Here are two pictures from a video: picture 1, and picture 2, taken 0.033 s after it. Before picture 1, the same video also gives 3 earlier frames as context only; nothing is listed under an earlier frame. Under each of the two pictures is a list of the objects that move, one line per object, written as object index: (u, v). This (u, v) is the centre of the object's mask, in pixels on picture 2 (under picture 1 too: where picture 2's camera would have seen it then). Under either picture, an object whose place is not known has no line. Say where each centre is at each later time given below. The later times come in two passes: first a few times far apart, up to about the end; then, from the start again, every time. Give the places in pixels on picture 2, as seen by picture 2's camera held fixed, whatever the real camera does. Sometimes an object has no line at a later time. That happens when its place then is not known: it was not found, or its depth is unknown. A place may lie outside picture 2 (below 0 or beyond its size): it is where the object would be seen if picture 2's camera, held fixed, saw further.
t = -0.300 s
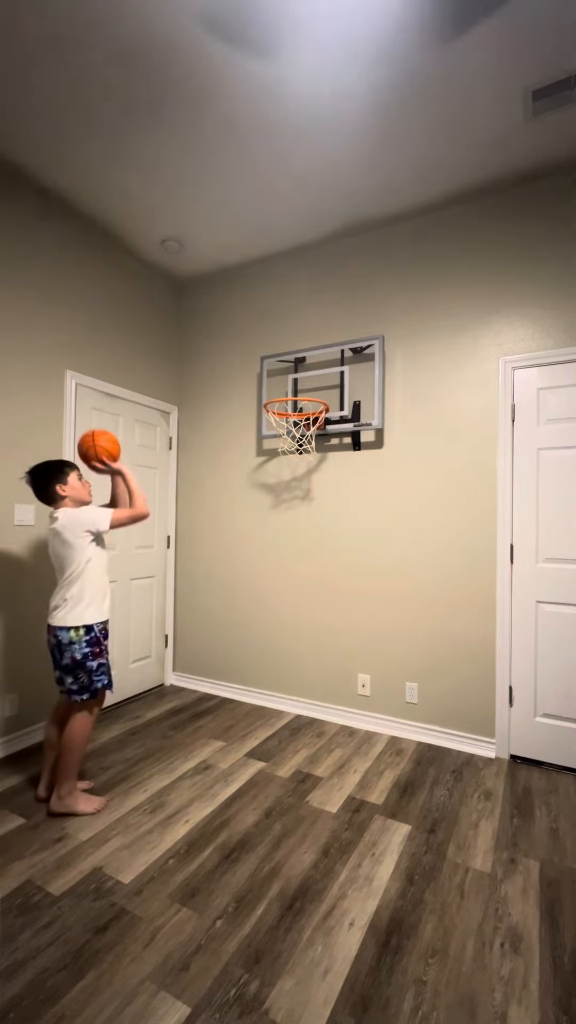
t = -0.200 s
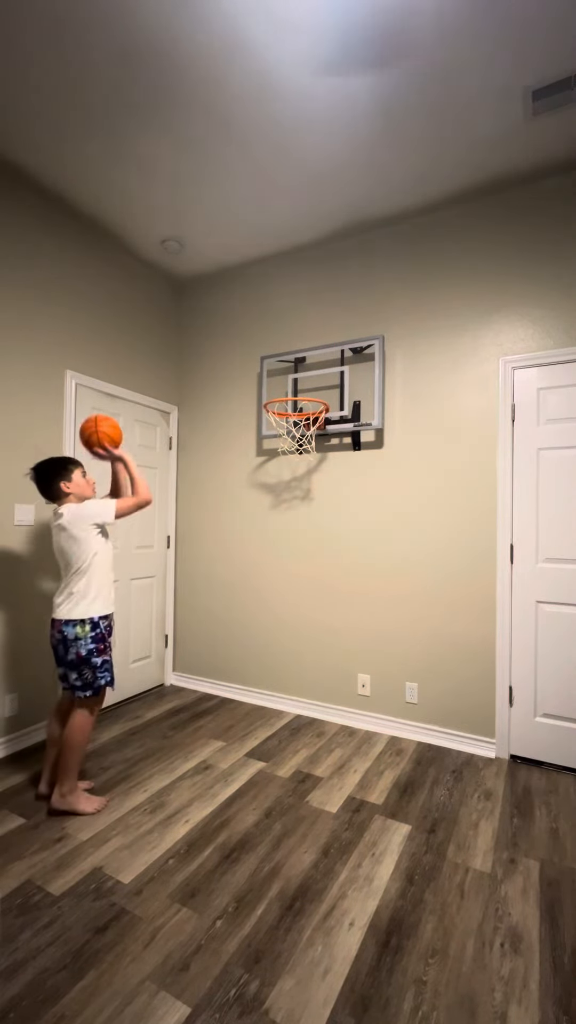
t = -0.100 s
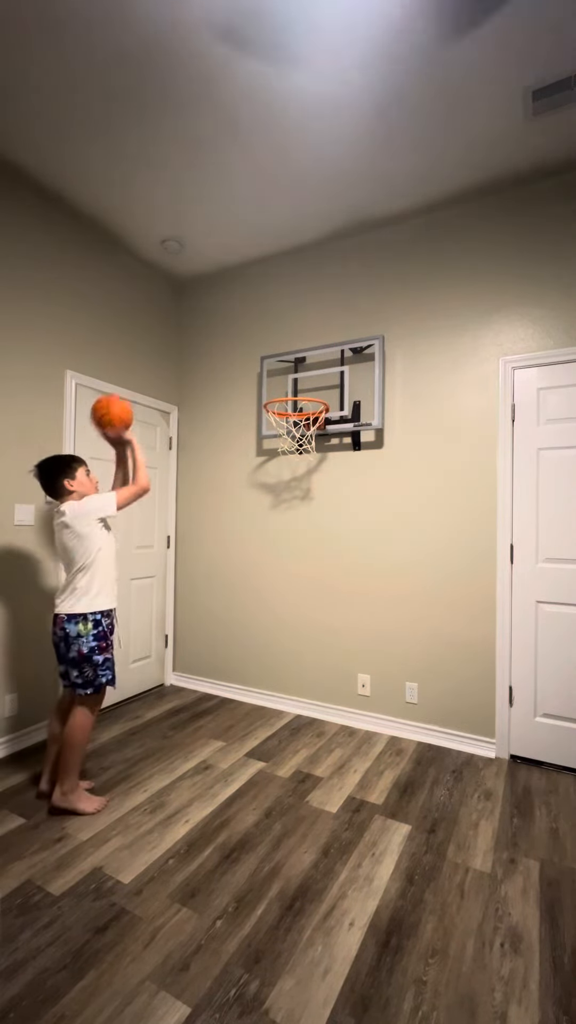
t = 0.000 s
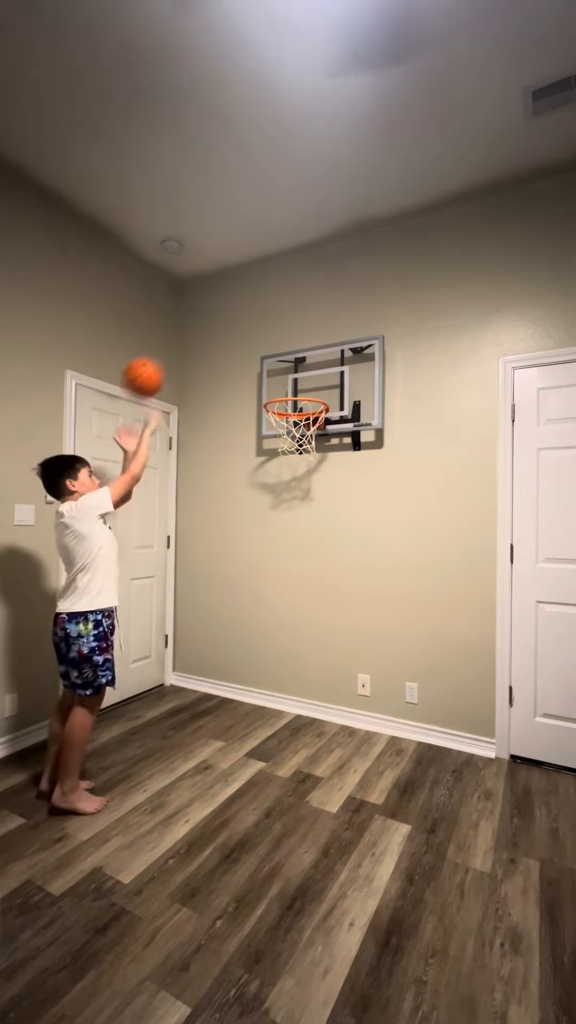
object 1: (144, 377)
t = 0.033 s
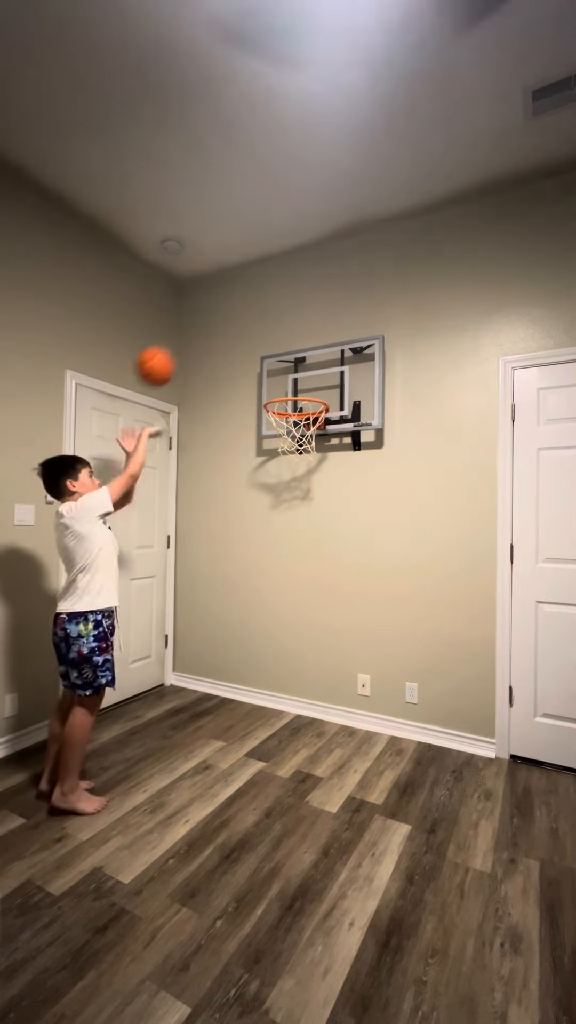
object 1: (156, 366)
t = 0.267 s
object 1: (231, 355)
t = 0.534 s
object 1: (252, 378)
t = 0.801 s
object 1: (227, 461)
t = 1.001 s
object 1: (207, 616)
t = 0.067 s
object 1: (167, 357)
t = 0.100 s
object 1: (178, 352)
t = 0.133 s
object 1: (190, 348)
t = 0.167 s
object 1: (200, 346)
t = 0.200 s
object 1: (211, 347)
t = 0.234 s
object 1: (221, 350)
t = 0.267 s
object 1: (231, 355)
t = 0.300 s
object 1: (239, 361)
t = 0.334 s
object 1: (249, 370)
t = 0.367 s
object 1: (258, 380)
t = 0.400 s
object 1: (262, 386)
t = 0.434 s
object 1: (260, 382)
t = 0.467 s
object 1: (257, 379)
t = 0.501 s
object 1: (254, 378)
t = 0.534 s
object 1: (252, 378)
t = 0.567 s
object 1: (249, 381)
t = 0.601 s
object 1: (246, 386)
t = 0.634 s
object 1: (243, 393)
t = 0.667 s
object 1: (240, 402)
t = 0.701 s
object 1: (237, 413)
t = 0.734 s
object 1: (234, 427)
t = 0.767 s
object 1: (231, 443)
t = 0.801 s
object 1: (227, 461)
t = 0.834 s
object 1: (225, 480)
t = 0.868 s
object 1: (221, 503)
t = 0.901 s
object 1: (218, 528)
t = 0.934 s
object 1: (215, 554)
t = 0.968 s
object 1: (211, 583)
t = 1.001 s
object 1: (207, 616)
